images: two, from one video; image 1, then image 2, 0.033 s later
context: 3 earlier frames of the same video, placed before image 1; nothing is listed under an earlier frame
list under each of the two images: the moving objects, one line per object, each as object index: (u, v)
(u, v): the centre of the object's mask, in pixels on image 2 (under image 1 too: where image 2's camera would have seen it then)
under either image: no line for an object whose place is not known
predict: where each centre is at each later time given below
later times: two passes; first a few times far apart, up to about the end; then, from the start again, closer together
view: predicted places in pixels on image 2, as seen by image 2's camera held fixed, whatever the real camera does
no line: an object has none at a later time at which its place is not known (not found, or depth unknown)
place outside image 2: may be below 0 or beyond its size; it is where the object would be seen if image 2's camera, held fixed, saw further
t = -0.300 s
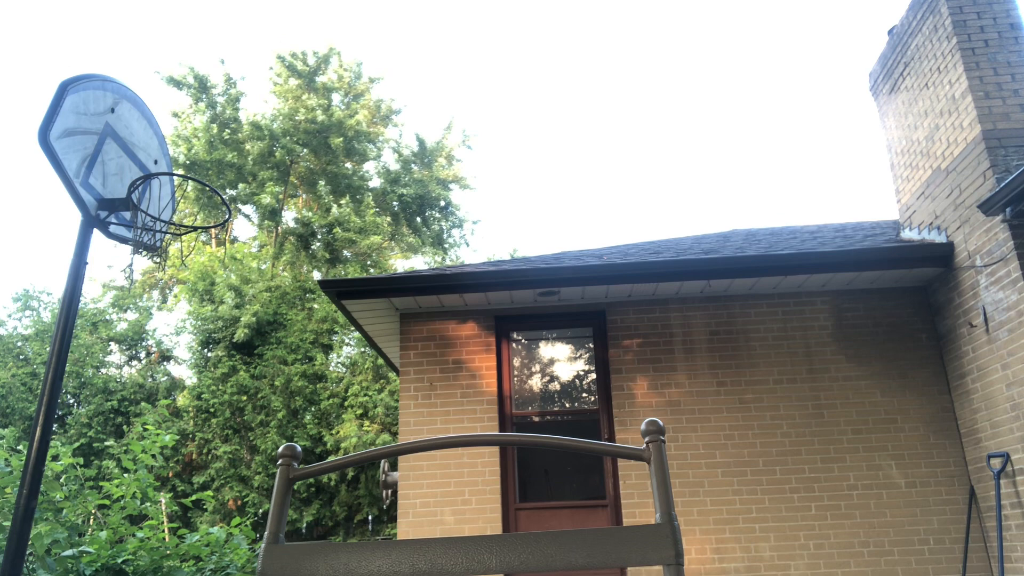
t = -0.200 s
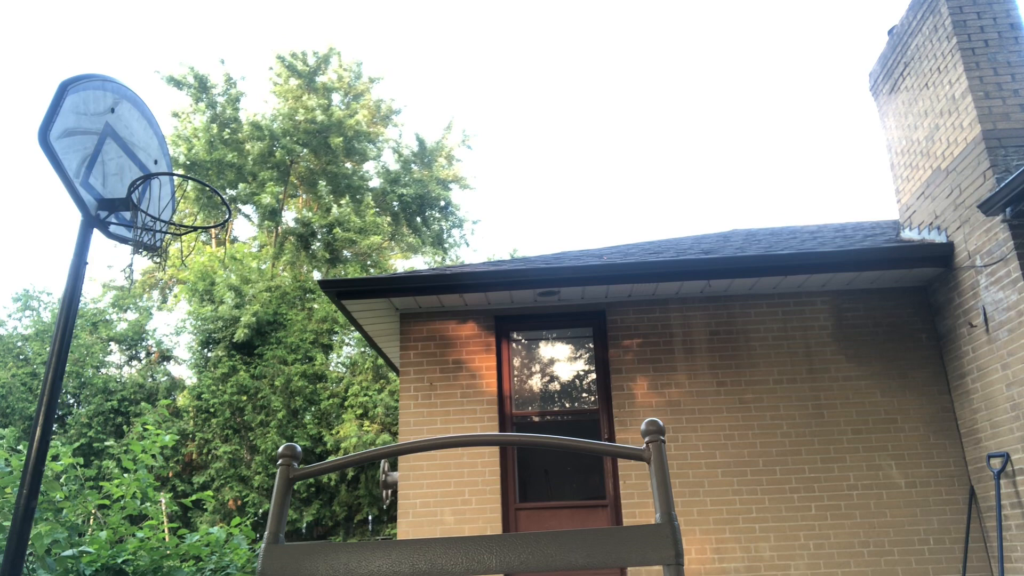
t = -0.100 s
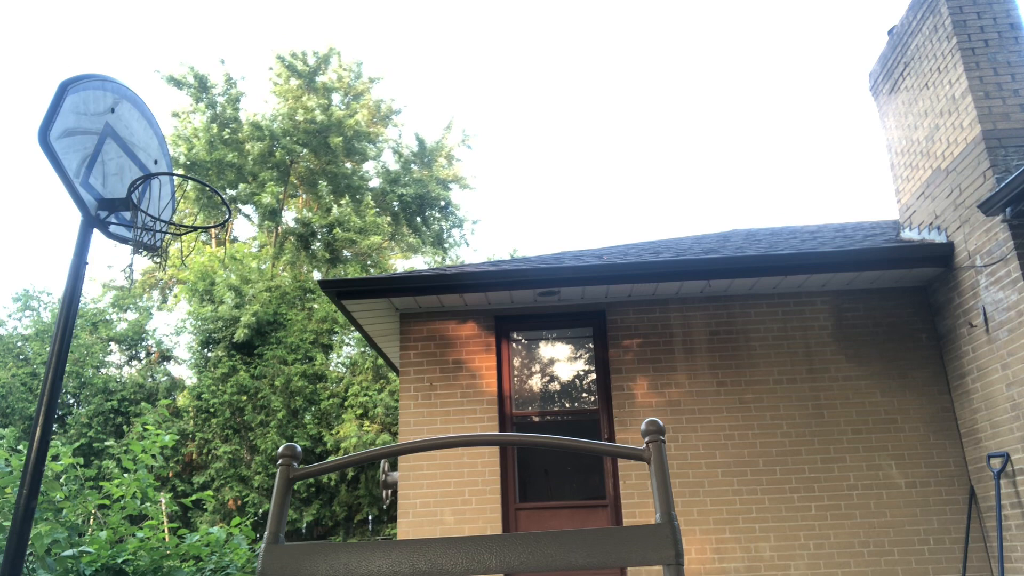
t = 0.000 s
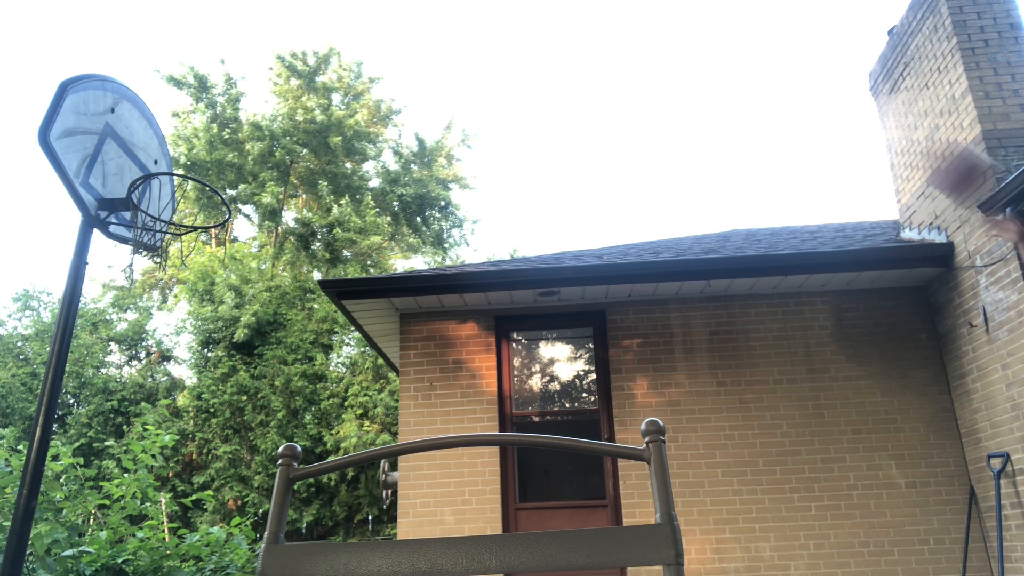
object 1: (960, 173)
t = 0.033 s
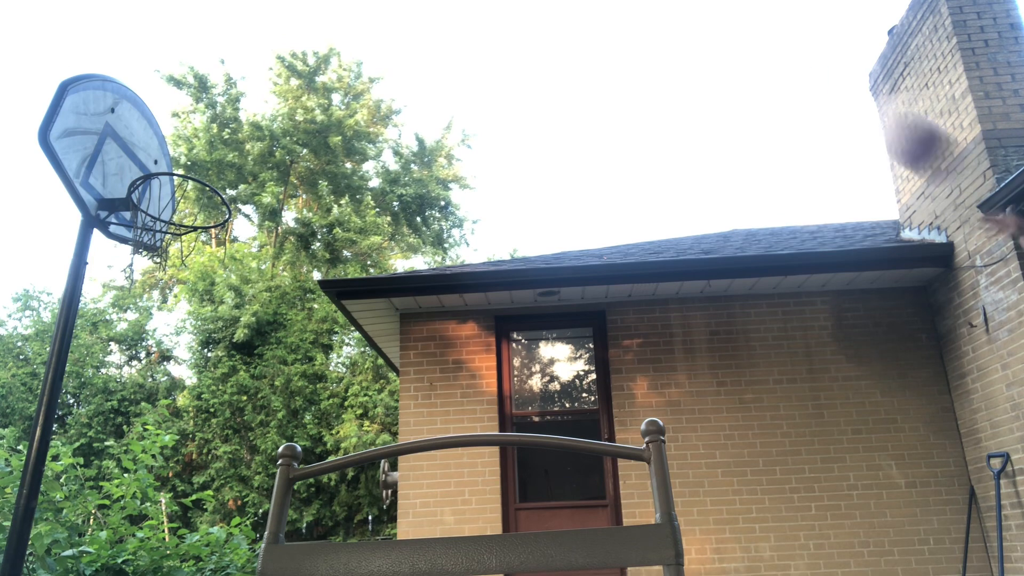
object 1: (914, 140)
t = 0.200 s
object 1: (747, 53)
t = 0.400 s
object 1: (572, 17)
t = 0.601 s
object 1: (417, 43)
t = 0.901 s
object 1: (183, 196)
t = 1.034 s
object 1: (176, 178)
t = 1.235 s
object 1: (156, 182)
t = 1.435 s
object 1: (174, 207)
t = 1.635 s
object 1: (185, 305)
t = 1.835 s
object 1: (184, 494)
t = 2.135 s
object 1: (225, 563)
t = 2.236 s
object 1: (247, 488)
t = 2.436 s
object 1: (294, 389)
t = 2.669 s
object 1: (336, 393)
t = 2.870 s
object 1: (369, 497)
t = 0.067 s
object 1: (890, 118)
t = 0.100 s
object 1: (848, 102)
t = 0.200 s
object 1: (747, 53)
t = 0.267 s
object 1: (686, 33)
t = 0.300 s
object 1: (656, 26)
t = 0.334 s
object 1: (627, 20)
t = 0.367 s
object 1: (599, 18)
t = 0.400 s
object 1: (572, 17)
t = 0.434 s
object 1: (546, 17)
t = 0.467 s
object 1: (519, 19)
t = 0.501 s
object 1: (493, 22)
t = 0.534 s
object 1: (467, 27)
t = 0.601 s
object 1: (417, 43)
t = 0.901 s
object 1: (183, 196)
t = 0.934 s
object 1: (179, 197)
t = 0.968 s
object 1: (185, 185)
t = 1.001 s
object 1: (184, 180)
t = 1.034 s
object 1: (176, 178)
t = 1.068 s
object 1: (168, 178)
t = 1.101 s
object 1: (161, 179)
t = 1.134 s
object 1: (154, 183)
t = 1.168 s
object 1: (151, 187)
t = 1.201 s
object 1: (152, 185)
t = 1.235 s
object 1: (156, 182)
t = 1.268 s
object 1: (159, 181)
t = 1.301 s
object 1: (162, 182)
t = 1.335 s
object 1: (166, 185)
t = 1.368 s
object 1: (169, 191)
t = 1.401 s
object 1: (171, 198)
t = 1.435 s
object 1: (174, 207)
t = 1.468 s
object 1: (176, 217)
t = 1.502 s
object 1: (178, 230)
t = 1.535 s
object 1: (181, 245)
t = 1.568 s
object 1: (183, 264)
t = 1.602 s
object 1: (183, 284)
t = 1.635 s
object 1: (185, 305)
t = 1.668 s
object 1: (186, 330)
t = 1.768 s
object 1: (185, 420)
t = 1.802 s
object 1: (184, 458)
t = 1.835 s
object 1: (184, 494)
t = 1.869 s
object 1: (183, 538)
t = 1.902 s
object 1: (183, 563)
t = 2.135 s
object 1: (225, 563)
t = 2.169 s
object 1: (231, 546)
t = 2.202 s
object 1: (240, 514)
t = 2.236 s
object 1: (247, 488)
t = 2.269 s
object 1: (254, 463)
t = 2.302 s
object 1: (262, 443)
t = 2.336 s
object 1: (272, 424)
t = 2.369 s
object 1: (280, 411)
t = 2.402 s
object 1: (287, 399)
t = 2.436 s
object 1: (294, 389)
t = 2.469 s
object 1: (301, 383)
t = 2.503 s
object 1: (307, 379)
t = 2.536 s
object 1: (313, 377)
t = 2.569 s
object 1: (319, 377)
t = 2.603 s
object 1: (325, 380)
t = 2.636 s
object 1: (331, 386)
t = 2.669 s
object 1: (336, 393)
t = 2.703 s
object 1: (342, 402)
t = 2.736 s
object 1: (347, 416)
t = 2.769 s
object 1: (353, 429)
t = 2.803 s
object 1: (358, 449)
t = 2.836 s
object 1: (366, 482)
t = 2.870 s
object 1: (369, 497)
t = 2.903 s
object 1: (374, 515)
